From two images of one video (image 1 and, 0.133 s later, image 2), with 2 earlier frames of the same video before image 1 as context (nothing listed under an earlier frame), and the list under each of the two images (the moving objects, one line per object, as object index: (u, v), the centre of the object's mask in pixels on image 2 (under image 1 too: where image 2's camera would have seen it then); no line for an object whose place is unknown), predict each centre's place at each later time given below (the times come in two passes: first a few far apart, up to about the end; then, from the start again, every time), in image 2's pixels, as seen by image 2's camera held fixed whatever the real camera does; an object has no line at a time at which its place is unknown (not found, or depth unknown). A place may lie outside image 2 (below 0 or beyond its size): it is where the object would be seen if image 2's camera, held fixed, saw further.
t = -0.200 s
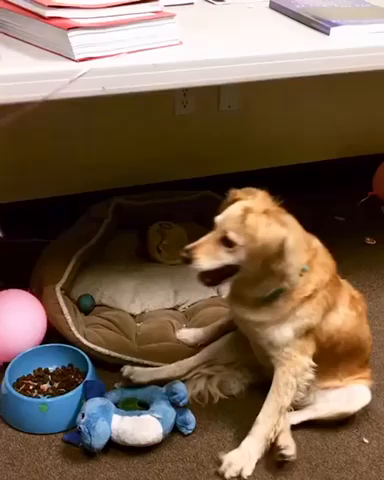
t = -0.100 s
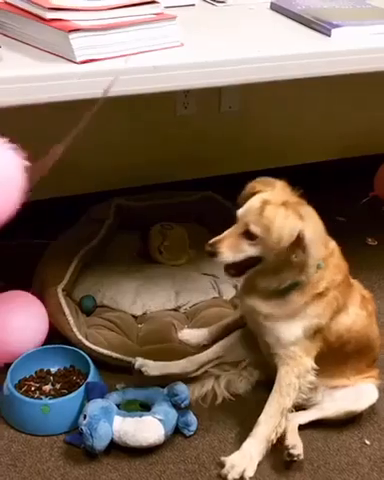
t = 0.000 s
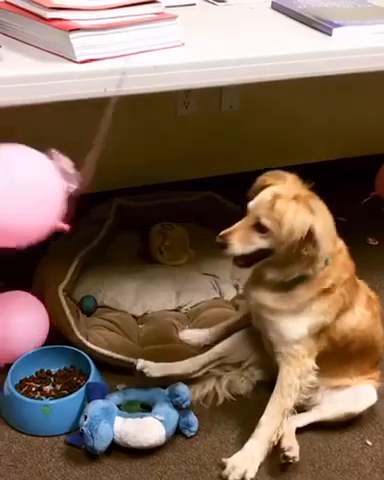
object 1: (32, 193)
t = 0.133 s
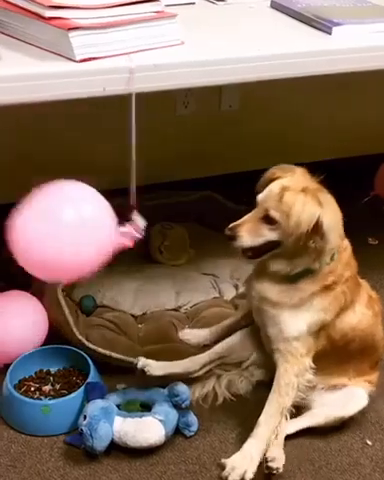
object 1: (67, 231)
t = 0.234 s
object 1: (99, 271)
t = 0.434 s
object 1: (167, 244)
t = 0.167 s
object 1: (80, 244)
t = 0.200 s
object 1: (88, 257)
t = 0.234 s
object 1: (99, 271)
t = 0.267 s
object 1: (112, 284)
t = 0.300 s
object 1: (125, 289)
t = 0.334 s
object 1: (137, 278)
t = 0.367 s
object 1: (148, 264)
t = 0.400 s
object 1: (158, 252)
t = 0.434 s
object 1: (167, 244)
